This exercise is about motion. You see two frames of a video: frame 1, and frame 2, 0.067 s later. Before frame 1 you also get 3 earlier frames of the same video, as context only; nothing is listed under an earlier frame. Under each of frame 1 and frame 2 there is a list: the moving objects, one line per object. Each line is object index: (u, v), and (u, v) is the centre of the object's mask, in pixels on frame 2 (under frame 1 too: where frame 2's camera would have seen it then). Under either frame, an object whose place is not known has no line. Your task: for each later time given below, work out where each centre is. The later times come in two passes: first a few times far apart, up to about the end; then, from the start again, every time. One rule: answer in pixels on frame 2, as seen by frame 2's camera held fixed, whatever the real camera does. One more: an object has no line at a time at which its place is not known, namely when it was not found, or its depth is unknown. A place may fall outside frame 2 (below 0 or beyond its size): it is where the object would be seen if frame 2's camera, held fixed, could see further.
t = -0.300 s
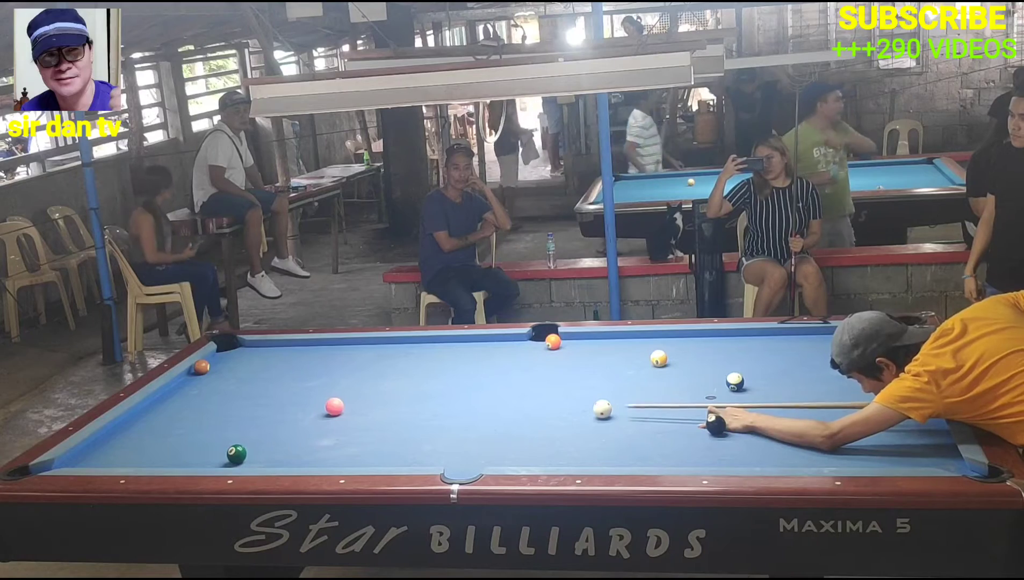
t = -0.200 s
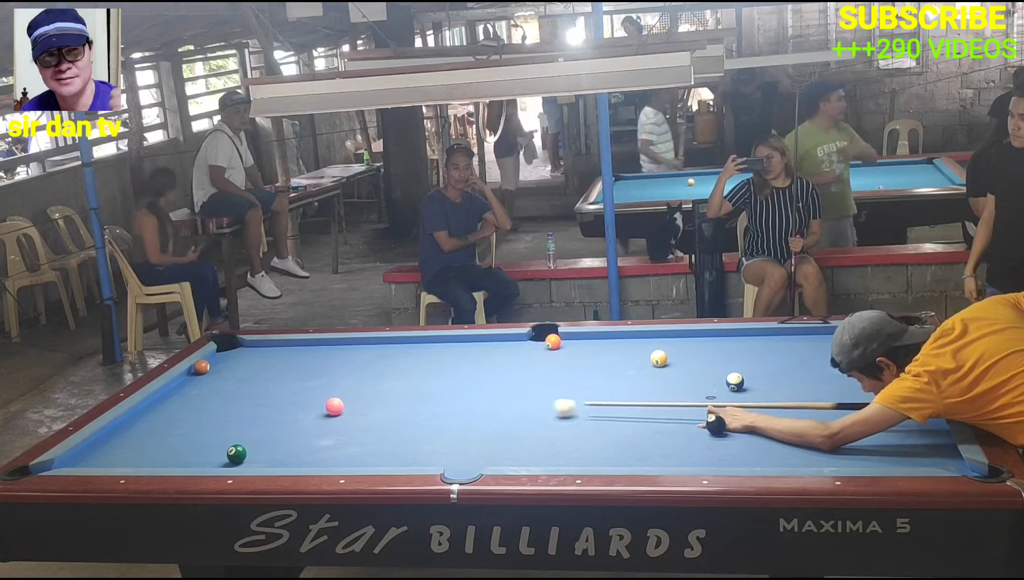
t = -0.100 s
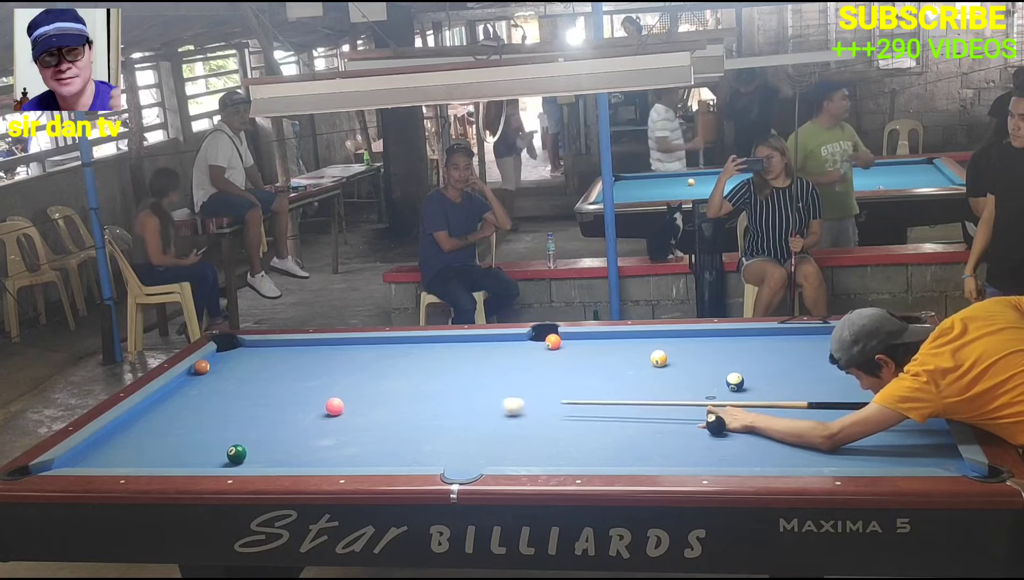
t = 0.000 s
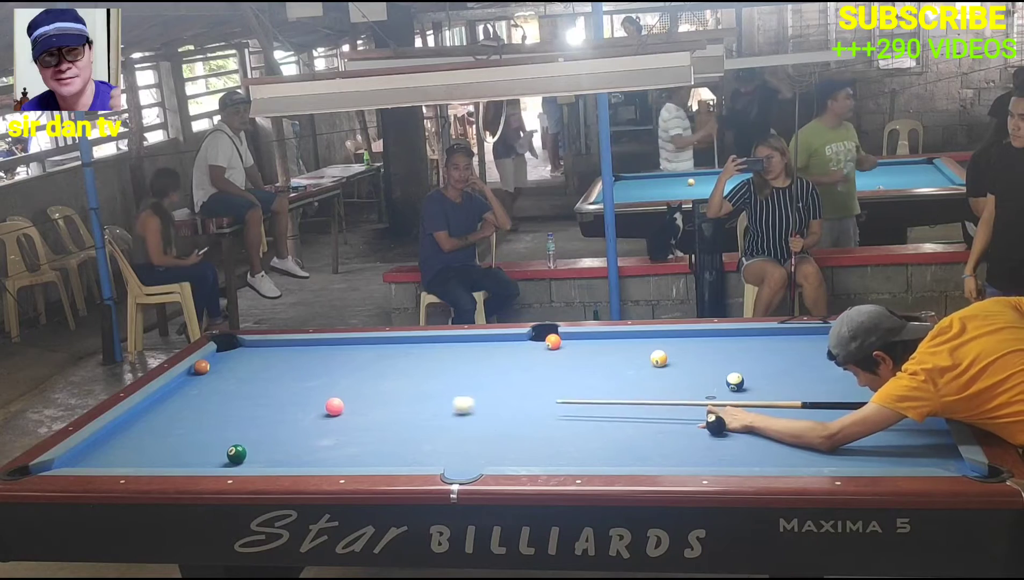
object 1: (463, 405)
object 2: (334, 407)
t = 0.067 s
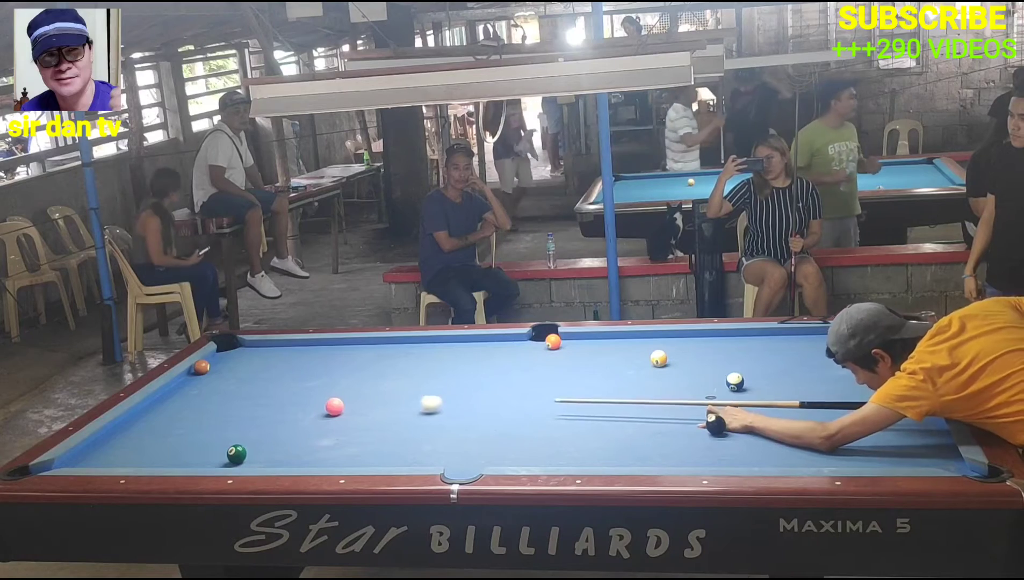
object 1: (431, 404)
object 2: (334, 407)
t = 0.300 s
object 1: (341, 398)
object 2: (318, 411)
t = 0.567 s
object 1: (290, 381)
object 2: (260, 425)
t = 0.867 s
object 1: (240, 364)
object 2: (196, 441)
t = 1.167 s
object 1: (235, 350)
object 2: (133, 456)
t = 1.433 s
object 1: (273, 345)
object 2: (80, 464)
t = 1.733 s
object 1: (299, 351)
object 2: (65, 461)
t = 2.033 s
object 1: (325, 356)
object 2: (82, 457)
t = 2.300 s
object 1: (348, 361)
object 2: (97, 453)
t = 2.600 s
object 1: (373, 367)
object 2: (112, 449)
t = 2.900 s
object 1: (397, 372)
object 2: (124, 447)
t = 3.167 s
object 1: (418, 377)
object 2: (133, 445)
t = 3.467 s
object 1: (442, 382)
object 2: (140, 443)
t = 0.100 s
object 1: (415, 404)
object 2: (334, 407)
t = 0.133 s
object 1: (399, 404)
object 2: (334, 407)
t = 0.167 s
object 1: (383, 403)
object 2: (334, 407)
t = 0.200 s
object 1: (368, 403)
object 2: (334, 407)
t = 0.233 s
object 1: (353, 402)
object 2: (334, 407)
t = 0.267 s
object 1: (347, 400)
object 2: (326, 409)
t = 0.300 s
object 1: (341, 398)
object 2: (318, 411)
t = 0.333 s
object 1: (335, 395)
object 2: (310, 413)
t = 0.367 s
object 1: (328, 393)
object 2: (303, 415)
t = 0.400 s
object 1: (322, 391)
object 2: (296, 416)
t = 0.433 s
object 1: (315, 389)
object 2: (289, 418)
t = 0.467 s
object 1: (309, 387)
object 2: (282, 420)
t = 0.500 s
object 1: (303, 385)
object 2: (275, 422)
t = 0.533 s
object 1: (296, 383)
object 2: (268, 423)
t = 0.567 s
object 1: (290, 381)
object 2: (260, 425)
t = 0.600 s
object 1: (284, 379)
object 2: (253, 427)
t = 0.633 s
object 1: (278, 377)
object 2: (246, 428)
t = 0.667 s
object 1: (273, 375)
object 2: (239, 430)
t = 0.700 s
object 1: (267, 373)
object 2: (232, 432)
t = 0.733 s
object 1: (262, 371)
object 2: (225, 434)
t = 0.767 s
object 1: (256, 370)
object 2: (218, 435)
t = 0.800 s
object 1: (251, 368)
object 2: (211, 437)
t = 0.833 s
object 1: (246, 366)
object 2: (204, 439)
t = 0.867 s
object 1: (240, 364)
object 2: (196, 441)
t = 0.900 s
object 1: (235, 363)
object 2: (189, 442)
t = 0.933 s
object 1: (230, 361)
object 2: (182, 444)
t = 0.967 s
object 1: (225, 359)
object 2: (175, 446)
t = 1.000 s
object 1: (221, 358)
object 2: (168, 447)
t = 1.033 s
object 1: (216, 356)
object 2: (162, 449)
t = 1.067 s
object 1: (217, 355)
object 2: (155, 451)
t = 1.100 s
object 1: (223, 353)
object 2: (147, 453)
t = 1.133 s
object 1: (230, 352)
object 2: (140, 454)
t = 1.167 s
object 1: (235, 350)
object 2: (133, 456)
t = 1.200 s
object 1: (241, 349)
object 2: (126, 458)
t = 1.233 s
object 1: (247, 348)
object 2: (120, 459)
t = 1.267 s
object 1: (253, 346)
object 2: (112, 460)
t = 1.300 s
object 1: (258, 345)
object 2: (106, 461)
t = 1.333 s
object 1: (264, 344)
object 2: (98, 462)
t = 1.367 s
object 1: (267, 344)
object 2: (91, 463)
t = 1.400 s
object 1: (270, 345)
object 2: (85, 464)
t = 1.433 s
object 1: (273, 345)
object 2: (80, 464)
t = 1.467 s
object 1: (276, 346)
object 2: (78, 463)
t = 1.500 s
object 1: (279, 346)
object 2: (76, 463)
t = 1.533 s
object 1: (282, 347)
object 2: (74, 463)
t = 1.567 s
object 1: (285, 348)
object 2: (72, 462)
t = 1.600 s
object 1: (288, 348)
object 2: (71, 462)
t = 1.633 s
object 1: (290, 349)
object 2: (69, 461)
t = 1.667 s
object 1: (293, 349)
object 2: (68, 461)
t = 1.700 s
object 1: (296, 350)
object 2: (66, 461)
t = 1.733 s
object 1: (299, 351)
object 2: (65, 461)
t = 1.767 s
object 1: (302, 351)
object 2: (65, 460)
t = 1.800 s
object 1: (305, 352)
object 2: (67, 460)
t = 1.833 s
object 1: (308, 353)
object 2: (70, 459)
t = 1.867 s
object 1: (311, 353)
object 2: (72, 459)
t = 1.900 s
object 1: (313, 354)
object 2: (74, 458)
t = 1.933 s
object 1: (316, 354)
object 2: (76, 458)
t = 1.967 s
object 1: (319, 355)
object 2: (78, 458)
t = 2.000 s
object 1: (322, 356)
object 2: (80, 457)
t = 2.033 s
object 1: (325, 356)
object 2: (82, 457)
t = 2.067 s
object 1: (328, 357)
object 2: (85, 456)
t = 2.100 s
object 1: (331, 358)
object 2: (86, 456)
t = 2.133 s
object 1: (334, 358)
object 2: (88, 455)
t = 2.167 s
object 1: (336, 359)
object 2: (90, 455)
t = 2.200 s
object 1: (339, 359)
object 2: (92, 454)
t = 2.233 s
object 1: (342, 360)
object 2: (94, 454)
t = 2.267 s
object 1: (345, 361)
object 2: (95, 453)
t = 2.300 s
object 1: (348, 361)
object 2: (97, 453)
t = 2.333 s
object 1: (350, 362)
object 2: (99, 452)
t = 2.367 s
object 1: (353, 363)
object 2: (101, 452)
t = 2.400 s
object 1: (356, 363)
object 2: (102, 452)
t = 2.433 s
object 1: (359, 364)
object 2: (104, 451)
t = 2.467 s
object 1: (362, 364)
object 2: (106, 451)
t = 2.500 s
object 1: (365, 365)
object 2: (107, 451)
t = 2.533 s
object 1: (367, 366)
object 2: (109, 450)
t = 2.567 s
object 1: (370, 366)
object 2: (110, 450)
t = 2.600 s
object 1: (373, 367)
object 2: (112, 449)
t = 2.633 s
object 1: (375, 367)
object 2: (114, 449)
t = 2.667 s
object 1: (378, 368)
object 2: (115, 449)
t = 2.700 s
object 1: (381, 369)
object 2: (116, 449)
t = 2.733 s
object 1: (384, 369)
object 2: (118, 448)
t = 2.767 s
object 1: (386, 370)
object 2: (119, 448)
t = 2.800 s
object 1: (389, 370)
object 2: (121, 447)
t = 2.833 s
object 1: (392, 371)
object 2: (122, 447)
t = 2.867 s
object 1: (395, 372)
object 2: (123, 447)
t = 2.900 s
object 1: (397, 372)
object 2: (124, 447)
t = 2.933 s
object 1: (400, 373)
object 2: (125, 446)
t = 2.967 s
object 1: (403, 373)
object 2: (126, 446)
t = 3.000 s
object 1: (405, 374)
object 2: (128, 446)
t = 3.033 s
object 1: (408, 375)
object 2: (129, 446)
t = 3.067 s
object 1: (410, 375)
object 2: (130, 445)
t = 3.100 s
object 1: (413, 376)
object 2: (131, 445)
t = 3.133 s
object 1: (416, 376)
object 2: (132, 445)
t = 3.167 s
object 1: (418, 377)
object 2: (133, 445)
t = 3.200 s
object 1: (421, 377)
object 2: (134, 445)
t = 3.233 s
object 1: (424, 378)
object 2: (135, 444)
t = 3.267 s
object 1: (426, 379)
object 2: (135, 444)
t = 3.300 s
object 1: (429, 379)
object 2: (136, 444)
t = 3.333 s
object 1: (431, 380)
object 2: (137, 444)
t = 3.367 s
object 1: (434, 380)
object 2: (138, 444)
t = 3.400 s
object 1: (436, 381)
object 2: (139, 444)
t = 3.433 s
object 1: (439, 381)
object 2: (140, 443)
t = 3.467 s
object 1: (442, 382)
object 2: (140, 443)
